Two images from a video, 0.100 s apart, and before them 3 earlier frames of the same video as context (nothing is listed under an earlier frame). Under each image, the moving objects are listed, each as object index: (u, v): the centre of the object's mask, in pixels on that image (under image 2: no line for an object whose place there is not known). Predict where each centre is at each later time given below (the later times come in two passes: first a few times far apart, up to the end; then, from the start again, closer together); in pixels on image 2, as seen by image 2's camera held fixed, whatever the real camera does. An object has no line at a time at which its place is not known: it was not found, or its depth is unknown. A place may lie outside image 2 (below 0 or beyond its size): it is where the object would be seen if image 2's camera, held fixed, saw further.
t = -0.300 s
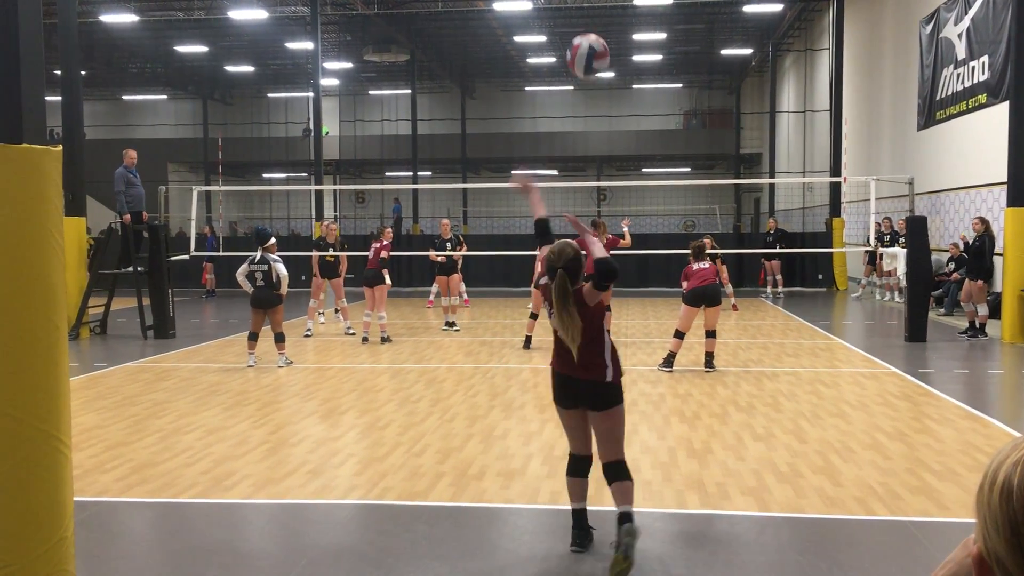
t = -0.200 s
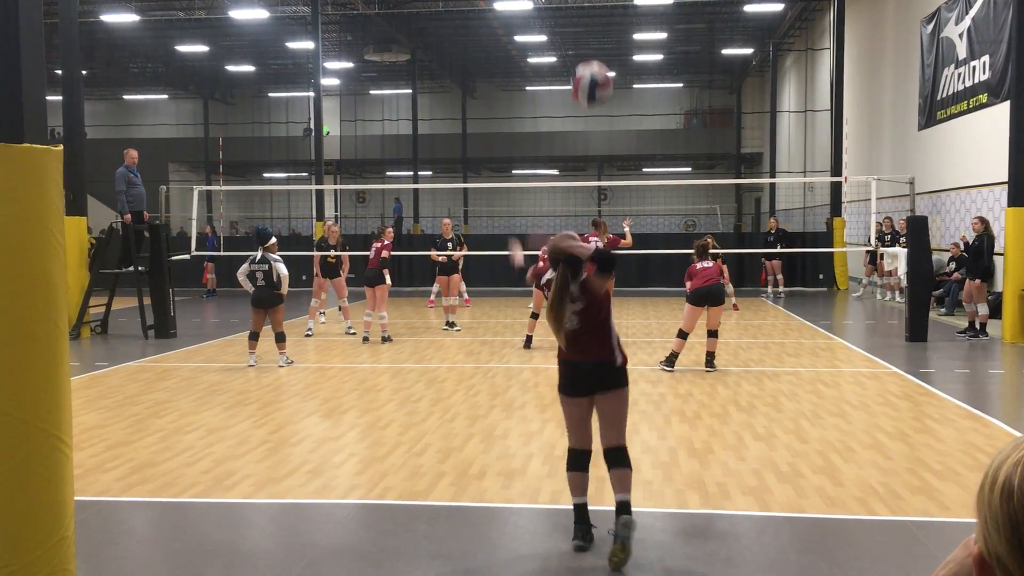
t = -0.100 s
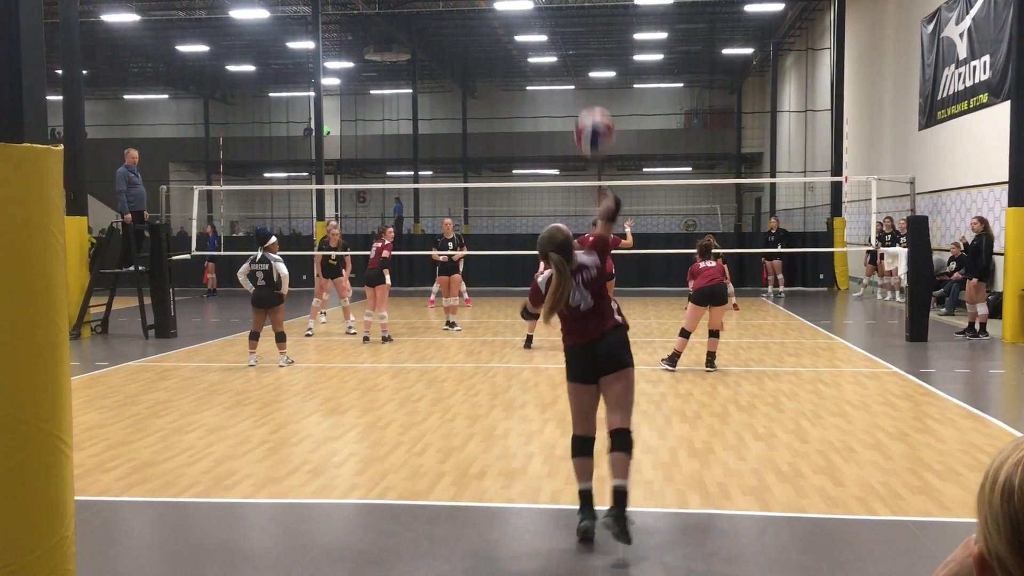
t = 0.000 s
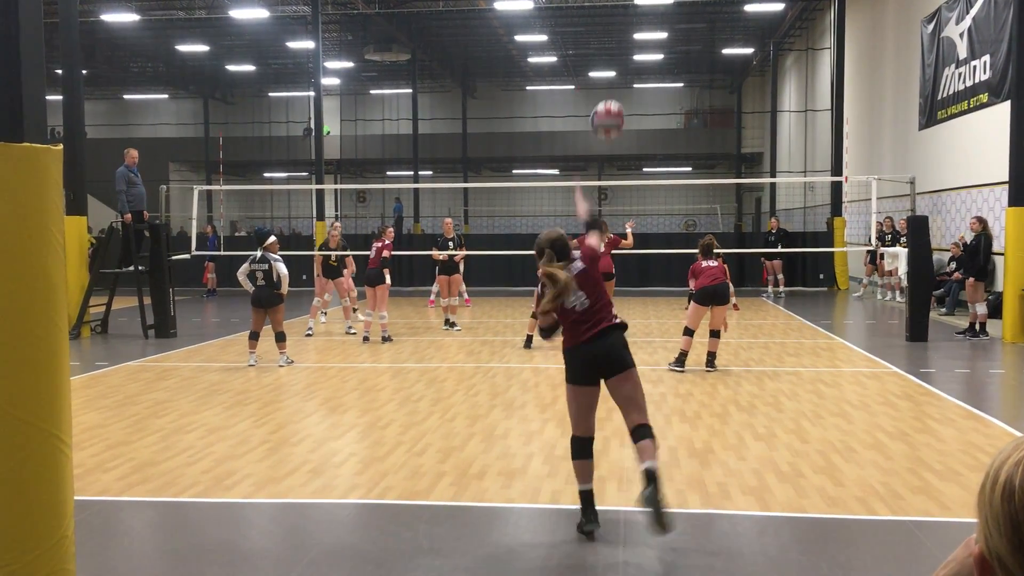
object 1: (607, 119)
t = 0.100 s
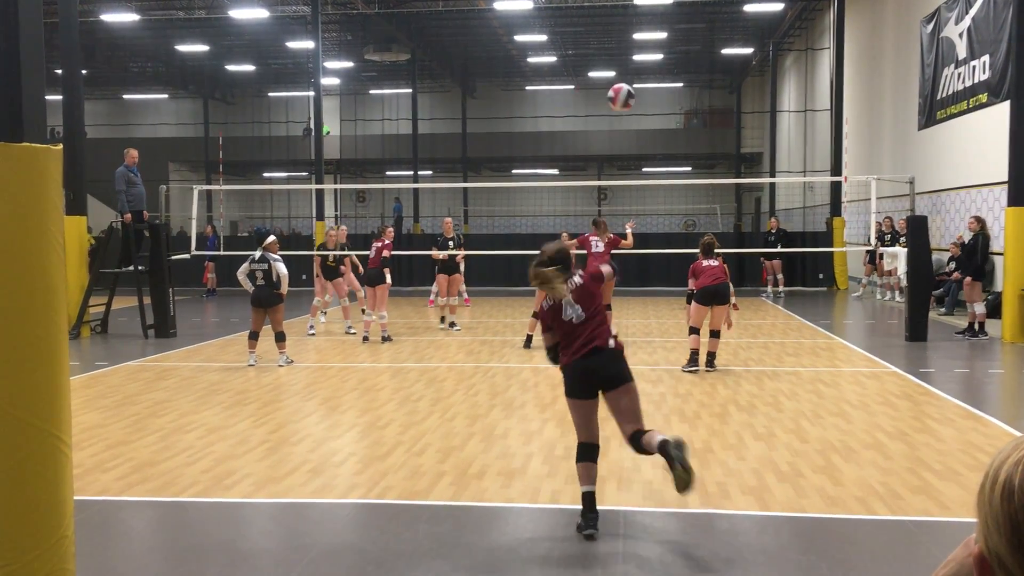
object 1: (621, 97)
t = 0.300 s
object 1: (635, 95)
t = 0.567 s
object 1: (643, 129)
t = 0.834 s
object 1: (645, 188)
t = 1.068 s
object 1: (644, 243)
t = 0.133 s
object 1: (624, 94)
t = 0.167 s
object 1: (628, 92)
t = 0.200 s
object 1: (630, 91)
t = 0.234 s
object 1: (632, 91)
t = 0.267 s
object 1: (634, 93)
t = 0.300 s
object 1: (635, 95)
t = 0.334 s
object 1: (637, 97)
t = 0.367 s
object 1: (638, 101)
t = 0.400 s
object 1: (639, 104)
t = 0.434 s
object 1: (640, 109)
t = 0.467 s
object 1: (641, 113)
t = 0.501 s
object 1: (642, 117)
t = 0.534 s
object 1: (643, 123)
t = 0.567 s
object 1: (643, 129)
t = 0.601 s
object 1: (644, 135)
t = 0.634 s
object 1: (644, 141)
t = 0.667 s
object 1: (644, 148)
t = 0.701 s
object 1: (645, 155)
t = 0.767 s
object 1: (645, 170)
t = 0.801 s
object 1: (646, 175)
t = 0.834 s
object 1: (645, 188)
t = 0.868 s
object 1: (645, 193)
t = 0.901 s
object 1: (644, 201)
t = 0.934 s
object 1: (644, 209)
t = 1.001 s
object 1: (645, 226)
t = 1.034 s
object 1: (644, 236)
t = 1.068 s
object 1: (644, 243)
